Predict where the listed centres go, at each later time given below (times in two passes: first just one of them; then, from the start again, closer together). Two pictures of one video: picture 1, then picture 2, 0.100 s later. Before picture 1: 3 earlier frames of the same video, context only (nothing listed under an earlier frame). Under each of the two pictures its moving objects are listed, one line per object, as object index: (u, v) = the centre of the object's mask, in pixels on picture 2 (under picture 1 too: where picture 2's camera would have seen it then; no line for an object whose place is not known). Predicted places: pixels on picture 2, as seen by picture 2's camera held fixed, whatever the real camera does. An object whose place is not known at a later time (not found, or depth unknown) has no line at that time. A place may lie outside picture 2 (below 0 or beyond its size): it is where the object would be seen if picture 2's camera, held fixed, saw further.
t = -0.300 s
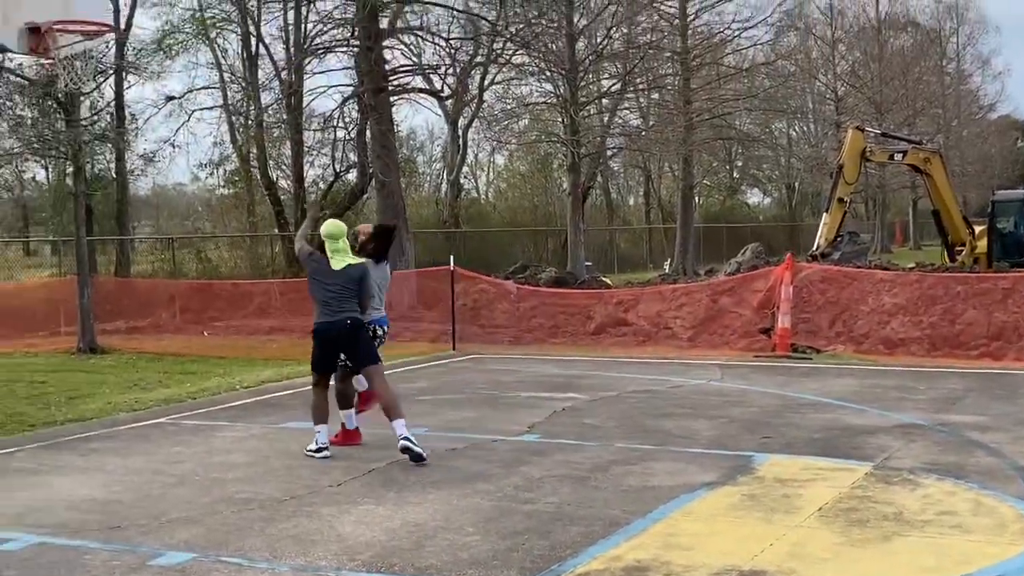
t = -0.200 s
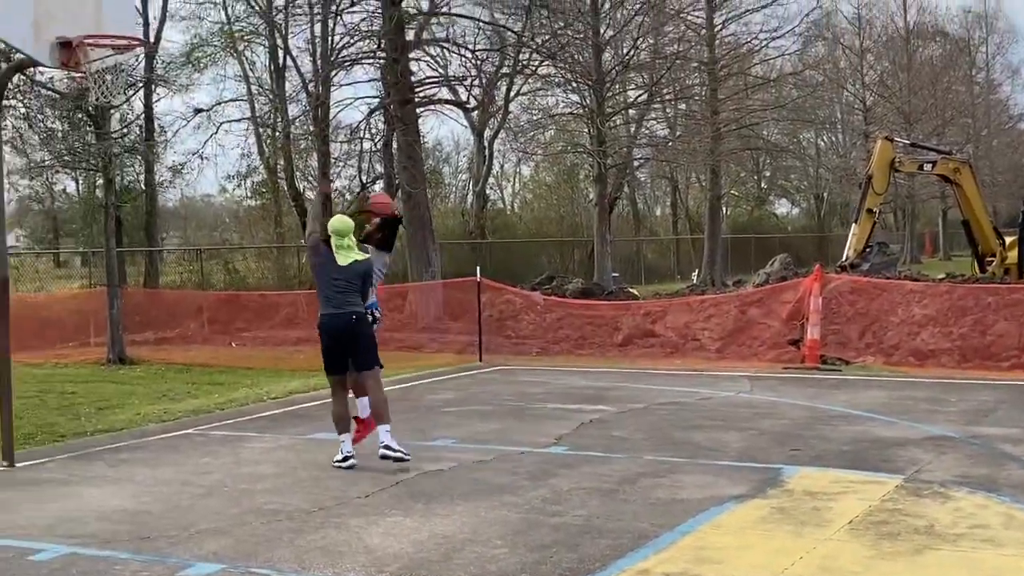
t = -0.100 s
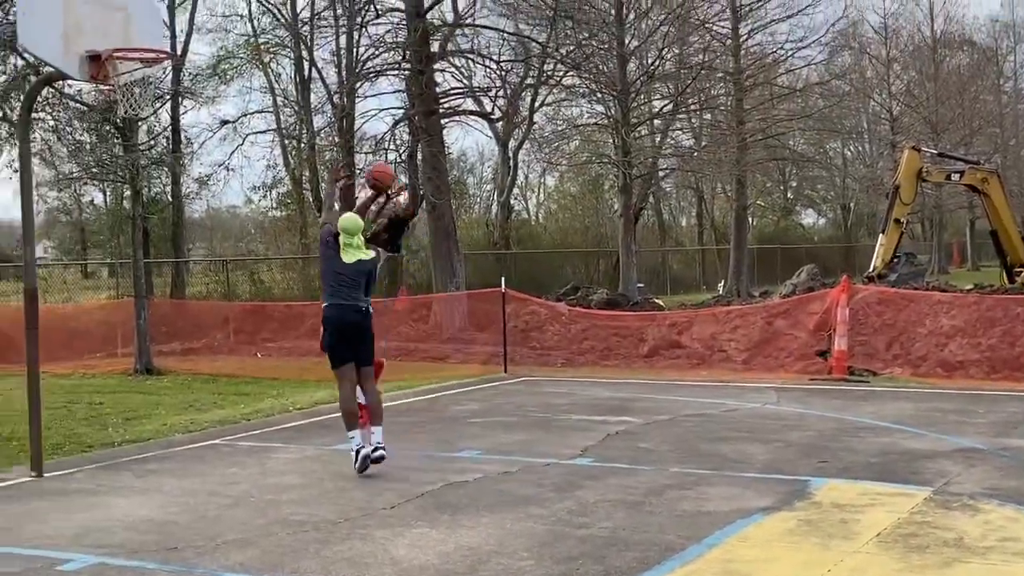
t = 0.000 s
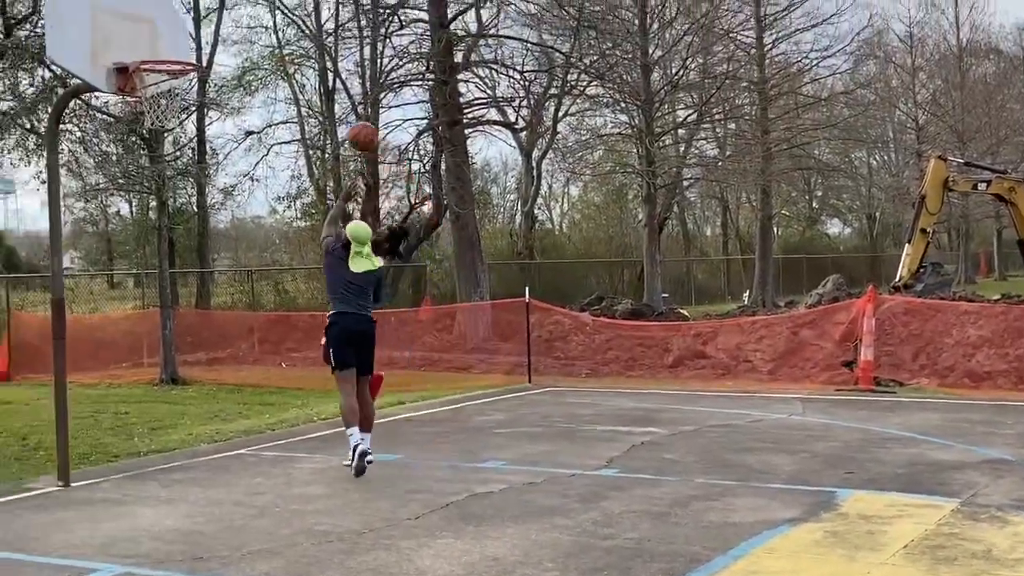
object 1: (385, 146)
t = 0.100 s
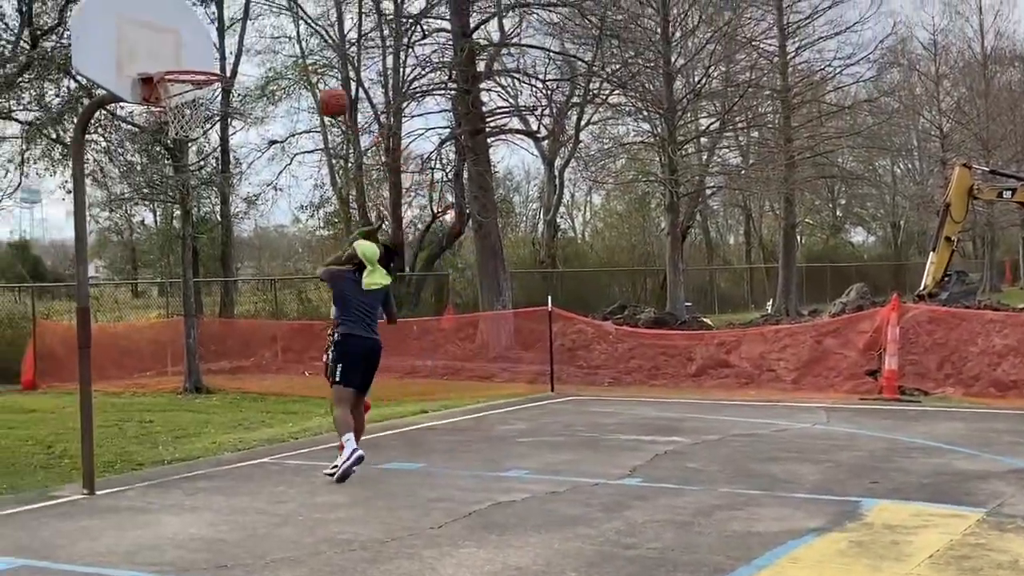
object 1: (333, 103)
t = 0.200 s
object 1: (280, 71)
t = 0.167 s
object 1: (297, 80)
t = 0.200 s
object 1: (280, 71)
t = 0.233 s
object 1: (262, 63)
